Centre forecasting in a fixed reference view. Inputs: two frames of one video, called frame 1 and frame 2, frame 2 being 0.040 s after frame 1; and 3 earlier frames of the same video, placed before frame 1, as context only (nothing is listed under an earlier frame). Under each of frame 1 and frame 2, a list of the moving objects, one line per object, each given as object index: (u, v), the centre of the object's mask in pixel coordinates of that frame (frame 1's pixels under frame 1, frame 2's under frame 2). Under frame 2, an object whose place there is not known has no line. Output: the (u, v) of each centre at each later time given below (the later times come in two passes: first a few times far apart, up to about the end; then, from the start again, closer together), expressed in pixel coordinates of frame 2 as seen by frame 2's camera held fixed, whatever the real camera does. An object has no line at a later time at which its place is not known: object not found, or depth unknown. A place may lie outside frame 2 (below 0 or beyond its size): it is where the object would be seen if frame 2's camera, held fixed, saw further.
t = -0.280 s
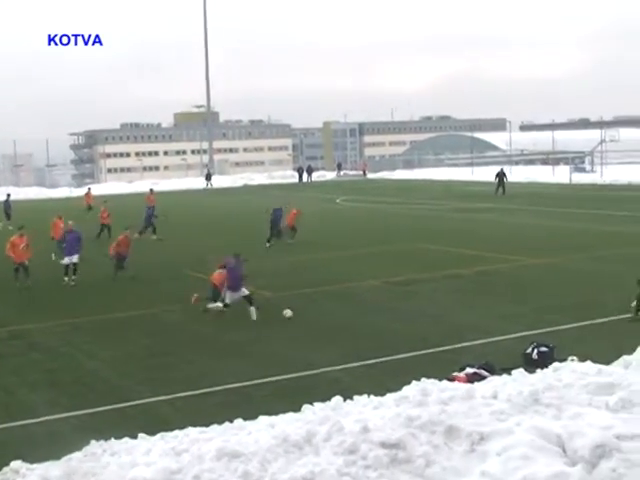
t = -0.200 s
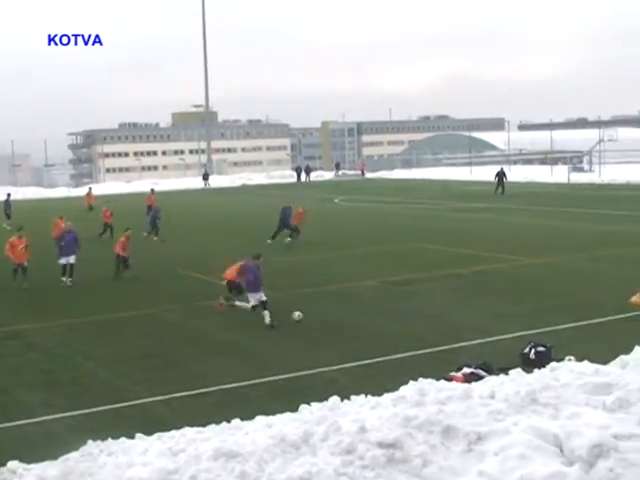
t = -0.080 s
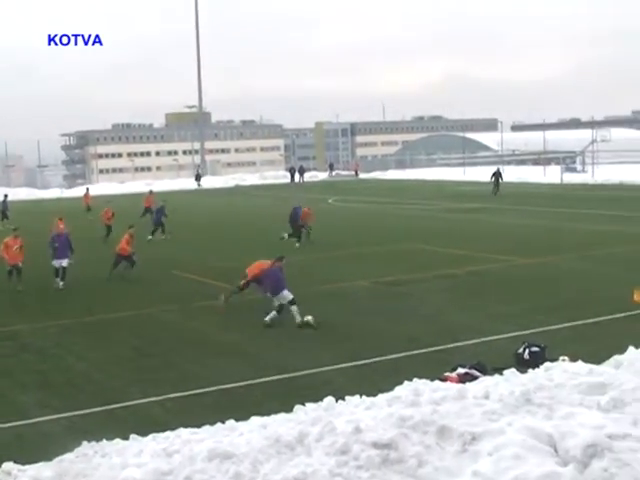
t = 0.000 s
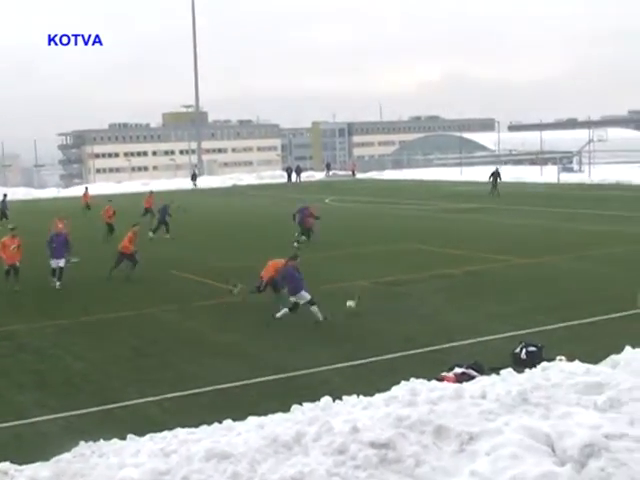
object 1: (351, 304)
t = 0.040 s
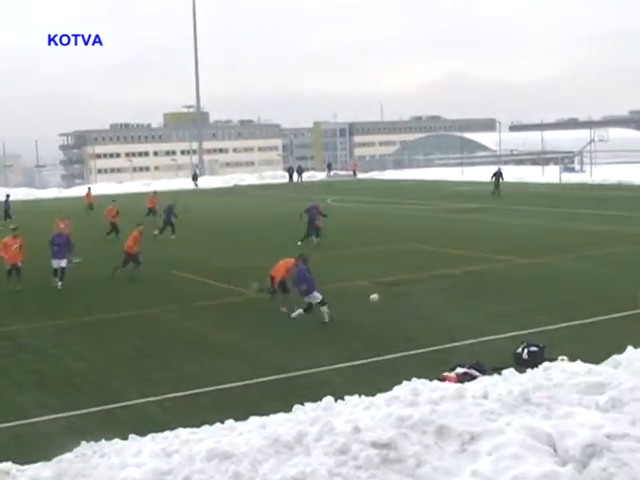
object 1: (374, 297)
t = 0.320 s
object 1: (497, 275)
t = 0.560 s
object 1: (566, 259)
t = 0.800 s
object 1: (615, 252)
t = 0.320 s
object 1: (497, 275)
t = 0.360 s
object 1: (511, 275)
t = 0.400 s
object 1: (523, 276)
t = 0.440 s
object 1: (535, 271)
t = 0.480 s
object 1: (547, 266)
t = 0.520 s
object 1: (557, 263)
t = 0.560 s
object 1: (566, 259)
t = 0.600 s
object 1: (575, 257)
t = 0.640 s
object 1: (585, 256)
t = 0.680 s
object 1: (593, 255)
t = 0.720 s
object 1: (602, 255)
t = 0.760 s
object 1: (609, 255)
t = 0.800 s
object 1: (615, 252)
